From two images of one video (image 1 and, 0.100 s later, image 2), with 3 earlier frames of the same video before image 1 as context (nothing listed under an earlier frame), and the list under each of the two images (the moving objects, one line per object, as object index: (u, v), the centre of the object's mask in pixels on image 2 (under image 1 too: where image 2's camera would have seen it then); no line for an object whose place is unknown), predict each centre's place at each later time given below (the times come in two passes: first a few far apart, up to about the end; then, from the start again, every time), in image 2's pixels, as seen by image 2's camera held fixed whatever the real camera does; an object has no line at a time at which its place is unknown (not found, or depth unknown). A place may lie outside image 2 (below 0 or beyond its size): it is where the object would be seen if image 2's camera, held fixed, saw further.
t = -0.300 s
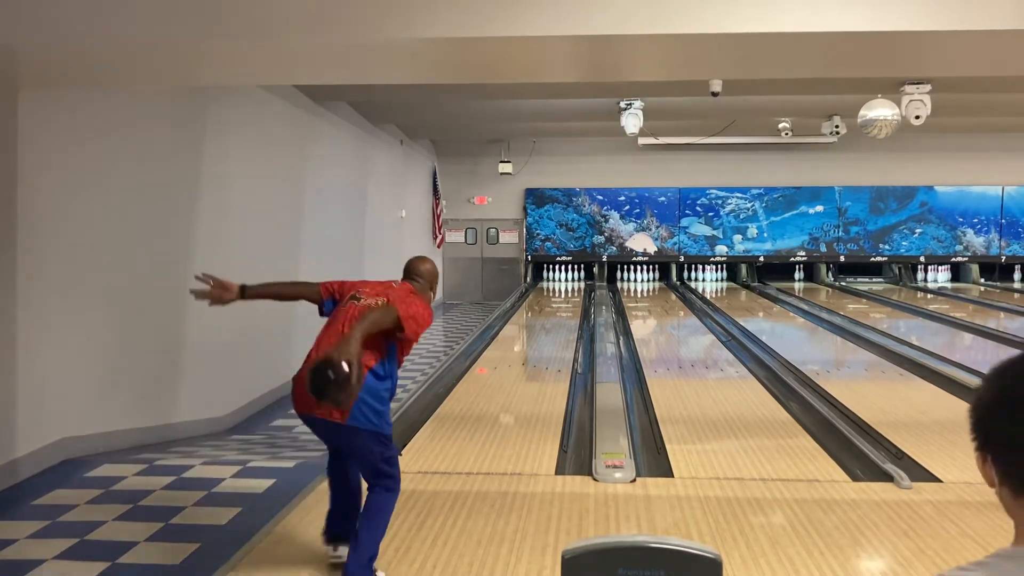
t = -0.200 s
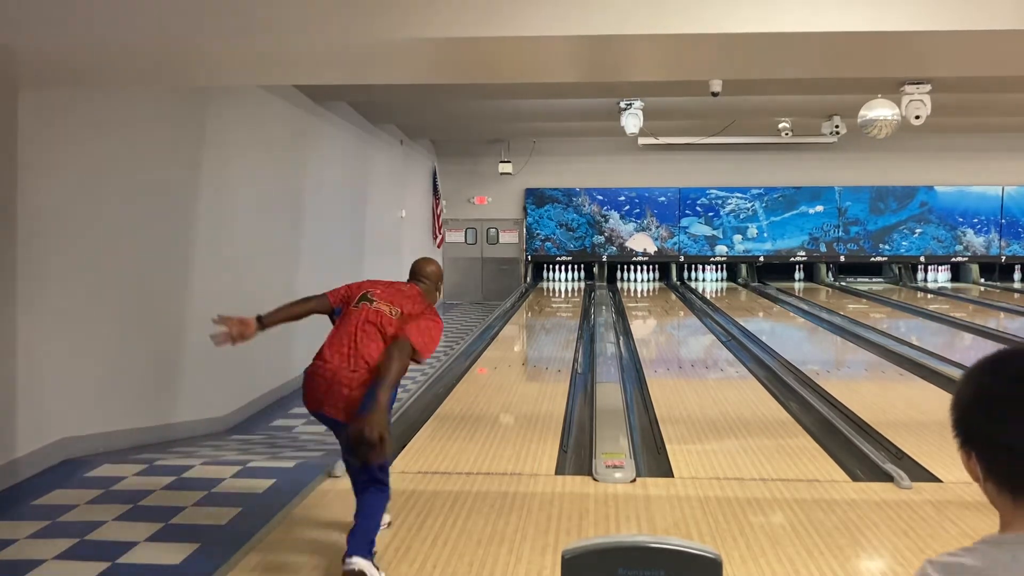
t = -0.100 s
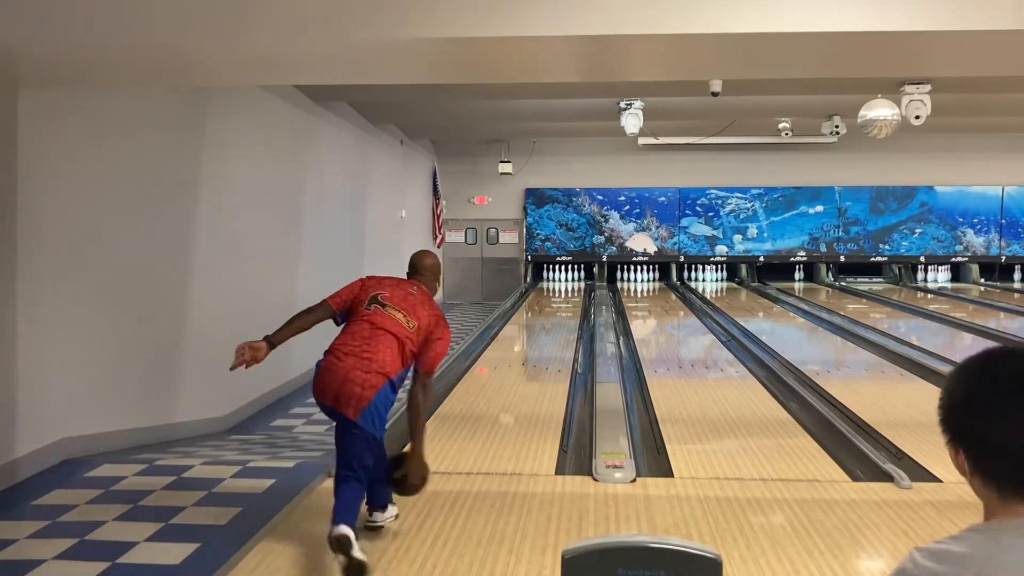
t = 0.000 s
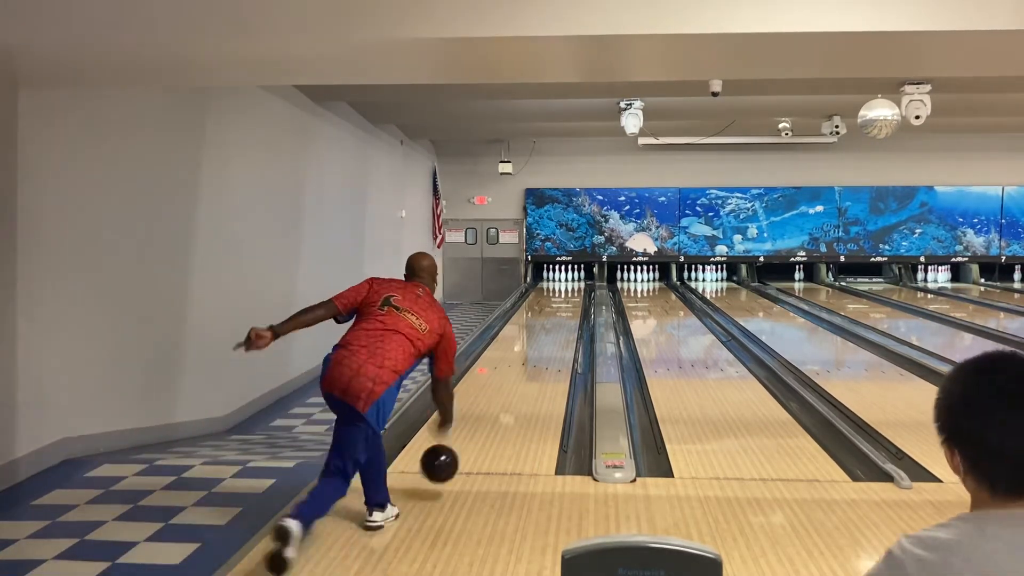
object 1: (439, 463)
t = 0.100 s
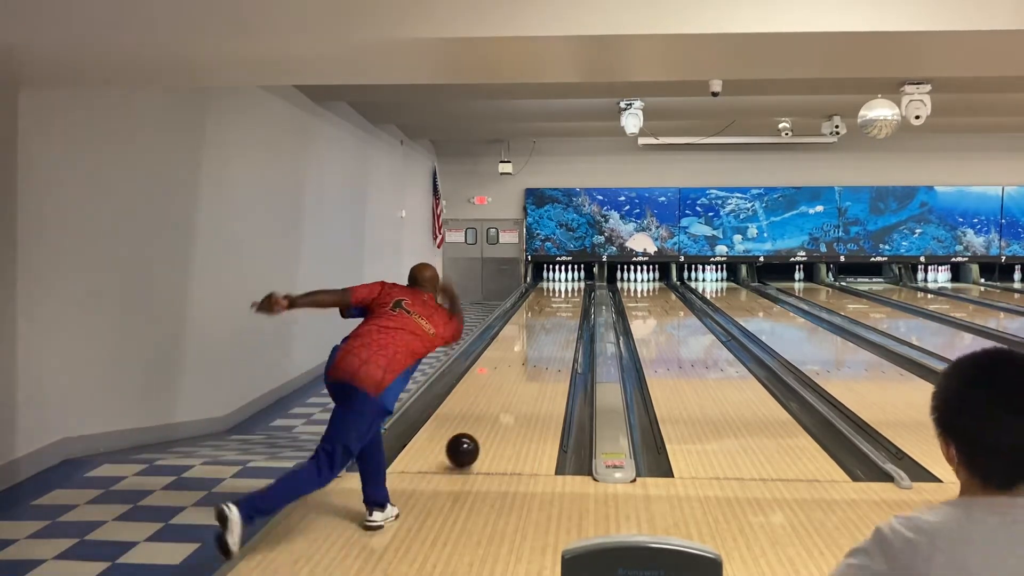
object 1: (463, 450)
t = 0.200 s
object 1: (481, 429)
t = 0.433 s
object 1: (511, 388)
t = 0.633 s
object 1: (528, 363)
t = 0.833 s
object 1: (541, 345)
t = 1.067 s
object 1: (552, 328)
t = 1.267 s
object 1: (559, 317)
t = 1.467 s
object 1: (565, 308)
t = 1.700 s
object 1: (570, 299)
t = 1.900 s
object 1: (573, 293)
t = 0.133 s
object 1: (469, 444)
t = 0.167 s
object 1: (475, 436)
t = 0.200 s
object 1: (481, 429)
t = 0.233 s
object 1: (486, 422)
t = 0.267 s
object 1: (490, 415)
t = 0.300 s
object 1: (495, 409)
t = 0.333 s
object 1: (499, 403)
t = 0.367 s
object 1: (503, 398)
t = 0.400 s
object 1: (507, 392)
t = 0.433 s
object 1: (511, 388)
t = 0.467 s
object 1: (514, 383)
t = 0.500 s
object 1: (517, 379)
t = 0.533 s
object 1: (520, 374)
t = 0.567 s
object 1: (523, 370)
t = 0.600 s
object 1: (525, 366)
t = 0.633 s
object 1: (528, 363)
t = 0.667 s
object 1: (530, 359)
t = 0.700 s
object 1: (532, 356)
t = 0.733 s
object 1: (535, 353)
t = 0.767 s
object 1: (537, 350)
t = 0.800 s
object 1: (539, 348)
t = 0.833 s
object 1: (541, 345)
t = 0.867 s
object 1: (543, 342)
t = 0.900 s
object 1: (544, 340)
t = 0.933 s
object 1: (546, 337)
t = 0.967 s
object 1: (547, 335)
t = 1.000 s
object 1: (549, 333)
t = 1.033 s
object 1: (551, 330)
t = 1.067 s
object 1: (552, 328)
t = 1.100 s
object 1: (553, 326)
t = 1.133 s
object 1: (555, 324)
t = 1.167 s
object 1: (556, 322)
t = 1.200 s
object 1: (557, 321)
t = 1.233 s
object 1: (558, 319)
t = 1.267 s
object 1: (559, 317)
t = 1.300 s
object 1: (560, 315)
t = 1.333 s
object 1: (561, 314)
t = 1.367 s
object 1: (562, 312)
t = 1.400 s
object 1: (563, 311)
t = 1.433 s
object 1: (564, 309)
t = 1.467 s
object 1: (565, 308)
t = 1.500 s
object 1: (566, 307)
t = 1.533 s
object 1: (567, 305)
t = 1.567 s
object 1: (567, 304)
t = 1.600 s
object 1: (568, 303)
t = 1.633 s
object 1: (569, 302)
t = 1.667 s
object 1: (570, 301)
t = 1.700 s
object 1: (570, 299)
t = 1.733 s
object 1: (571, 298)
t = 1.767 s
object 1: (571, 297)
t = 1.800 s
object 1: (572, 296)
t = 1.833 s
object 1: (572, 295)
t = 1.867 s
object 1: (573, 294)
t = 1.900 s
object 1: (573, 293)
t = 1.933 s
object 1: (573, 292)
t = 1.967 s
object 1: (573, 292)
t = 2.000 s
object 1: (574, 291)
